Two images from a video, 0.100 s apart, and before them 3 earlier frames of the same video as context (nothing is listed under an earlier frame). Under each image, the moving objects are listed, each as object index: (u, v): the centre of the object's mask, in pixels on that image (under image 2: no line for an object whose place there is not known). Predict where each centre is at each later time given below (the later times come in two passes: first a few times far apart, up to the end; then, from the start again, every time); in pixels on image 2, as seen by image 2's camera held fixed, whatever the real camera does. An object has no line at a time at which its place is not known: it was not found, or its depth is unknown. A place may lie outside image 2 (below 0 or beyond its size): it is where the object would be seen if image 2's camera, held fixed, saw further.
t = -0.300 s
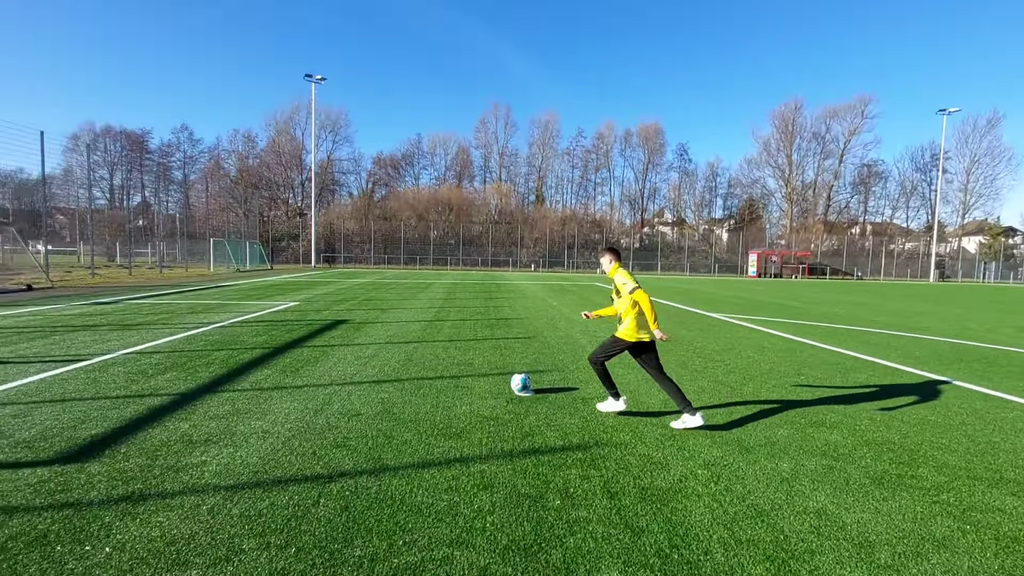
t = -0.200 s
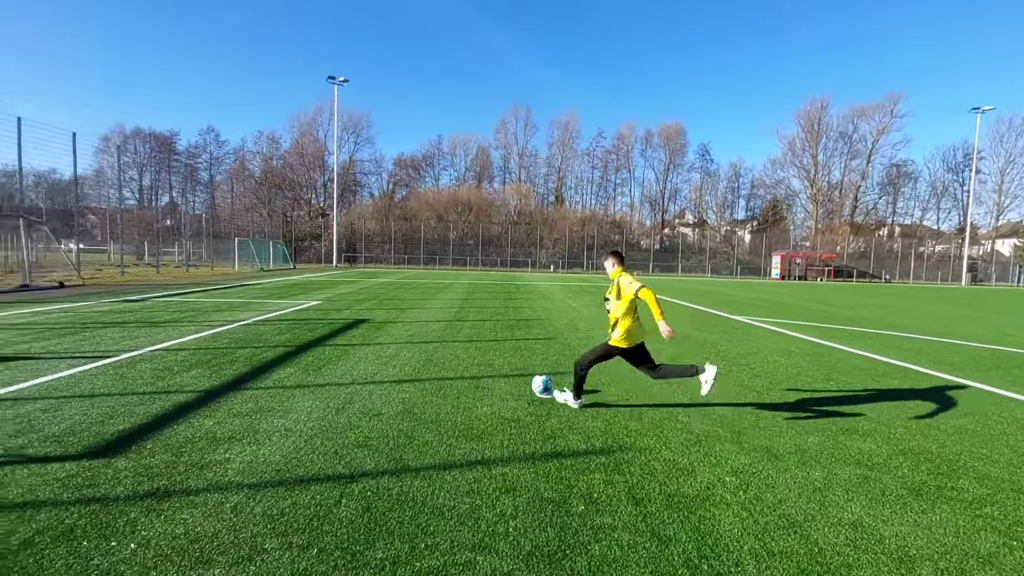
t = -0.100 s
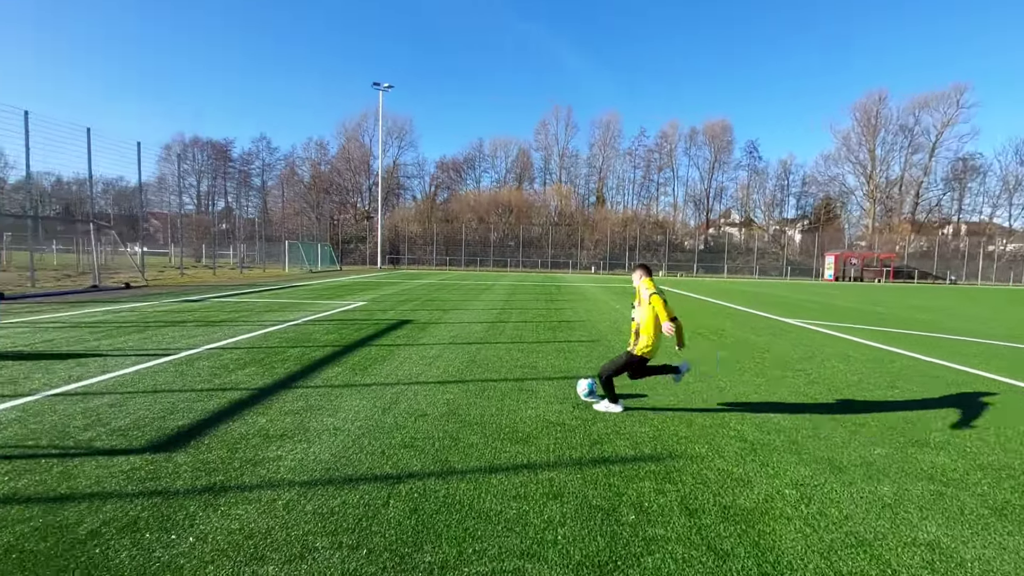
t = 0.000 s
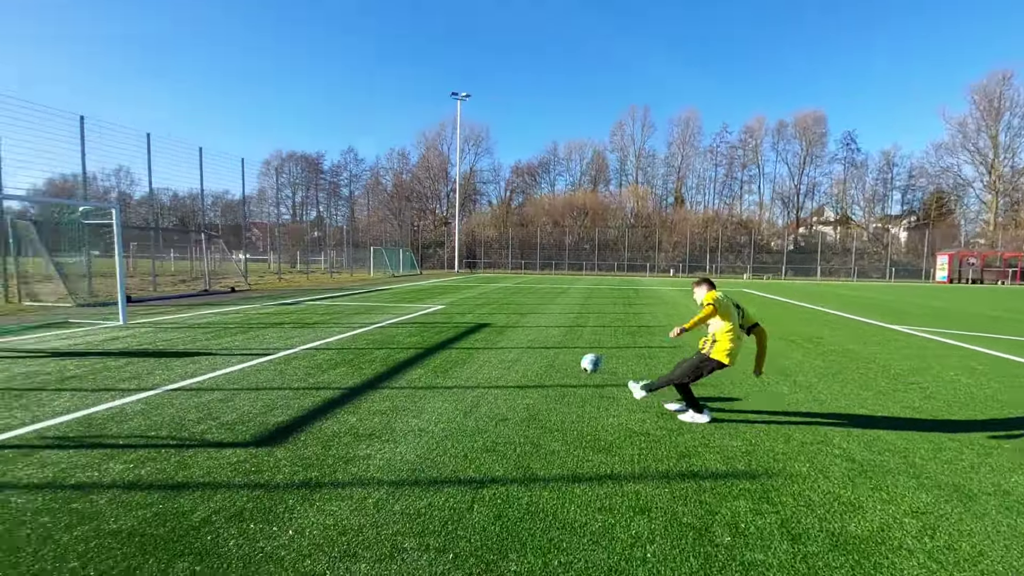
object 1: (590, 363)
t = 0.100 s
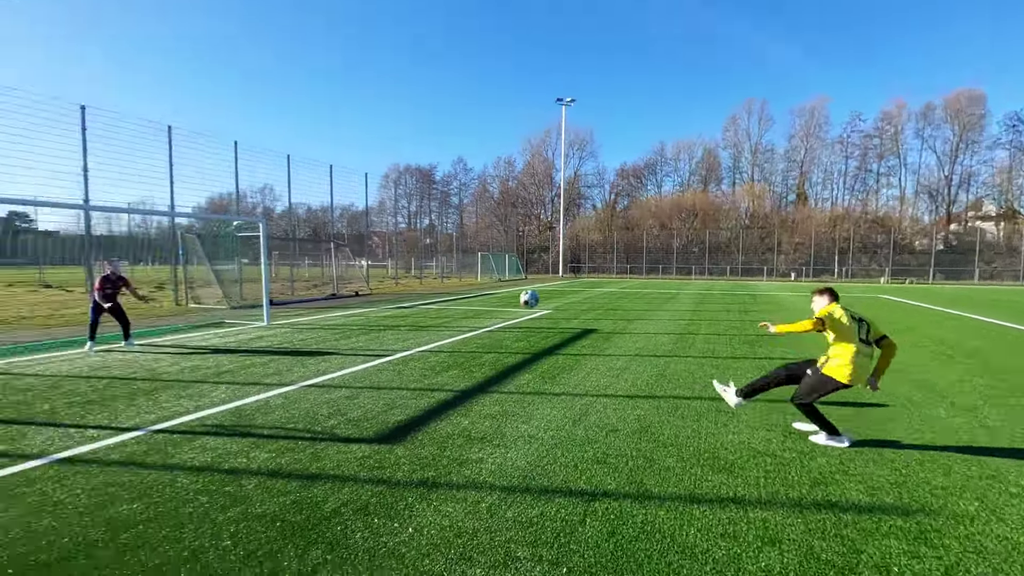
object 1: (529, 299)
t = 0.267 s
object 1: (328, 221)
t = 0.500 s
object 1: (162, 171)
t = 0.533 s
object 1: (145, 168)
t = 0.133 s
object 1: (481, 279)
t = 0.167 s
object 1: (437, 263)
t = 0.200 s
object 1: (397, 246)
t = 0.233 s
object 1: (361, 232)
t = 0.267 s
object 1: (328, 221)
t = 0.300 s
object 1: (297, 210)
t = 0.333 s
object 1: (271, 201)
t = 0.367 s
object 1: (246, 193)
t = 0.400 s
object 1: (222, 186)
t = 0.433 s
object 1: (201, 180)
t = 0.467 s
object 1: (180, 176)
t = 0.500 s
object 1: (162, 171)
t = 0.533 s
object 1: (145, 168)
